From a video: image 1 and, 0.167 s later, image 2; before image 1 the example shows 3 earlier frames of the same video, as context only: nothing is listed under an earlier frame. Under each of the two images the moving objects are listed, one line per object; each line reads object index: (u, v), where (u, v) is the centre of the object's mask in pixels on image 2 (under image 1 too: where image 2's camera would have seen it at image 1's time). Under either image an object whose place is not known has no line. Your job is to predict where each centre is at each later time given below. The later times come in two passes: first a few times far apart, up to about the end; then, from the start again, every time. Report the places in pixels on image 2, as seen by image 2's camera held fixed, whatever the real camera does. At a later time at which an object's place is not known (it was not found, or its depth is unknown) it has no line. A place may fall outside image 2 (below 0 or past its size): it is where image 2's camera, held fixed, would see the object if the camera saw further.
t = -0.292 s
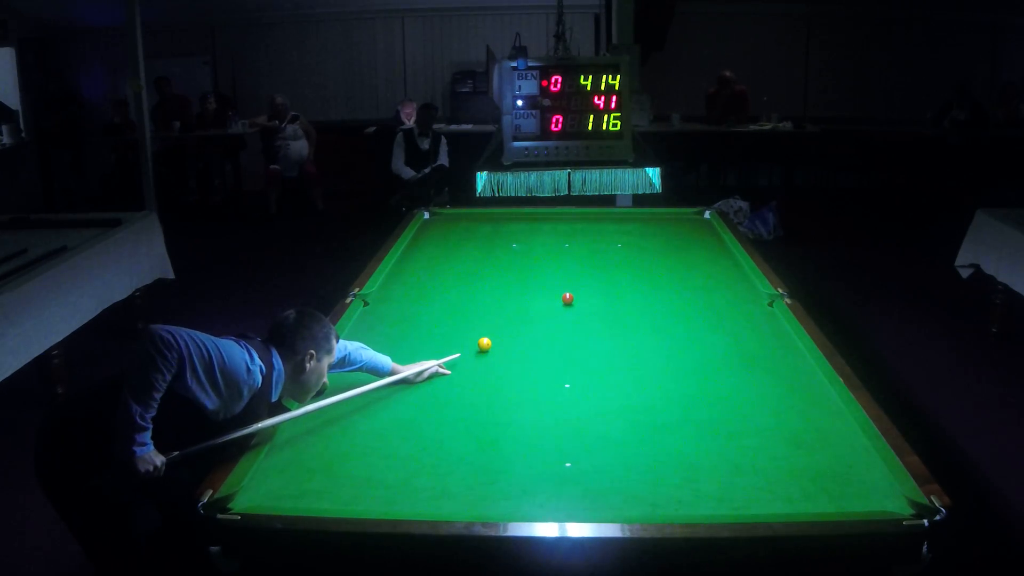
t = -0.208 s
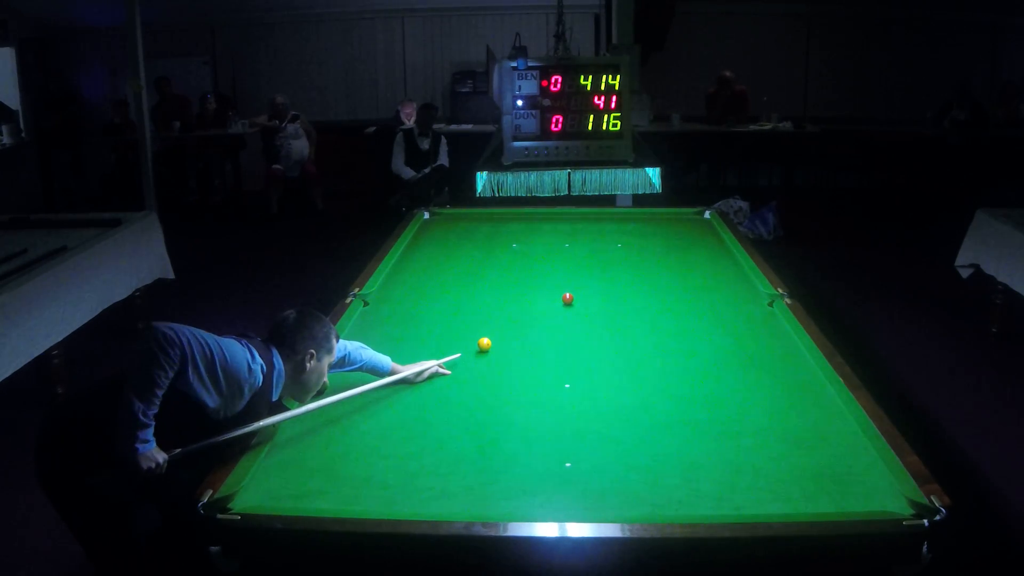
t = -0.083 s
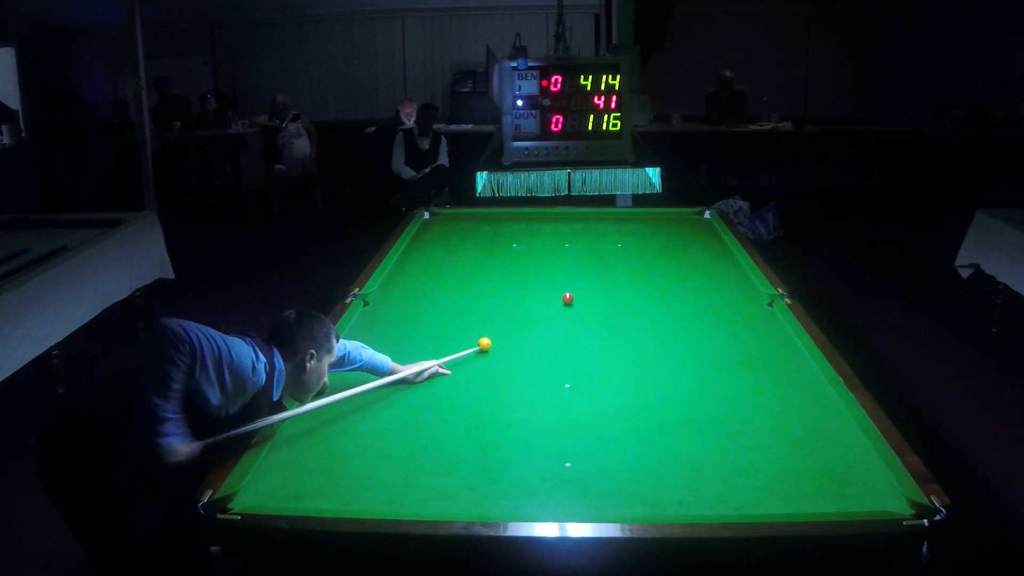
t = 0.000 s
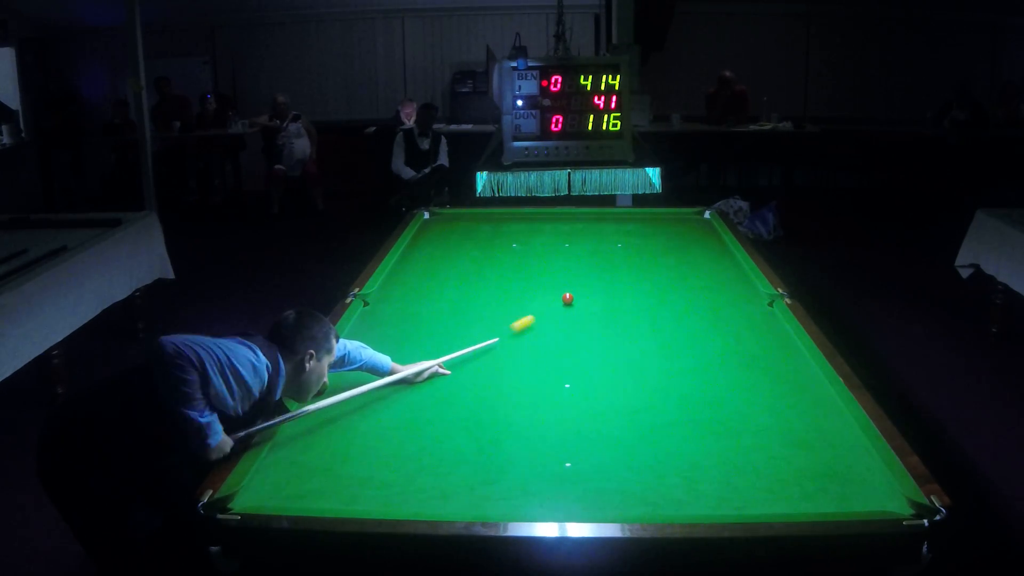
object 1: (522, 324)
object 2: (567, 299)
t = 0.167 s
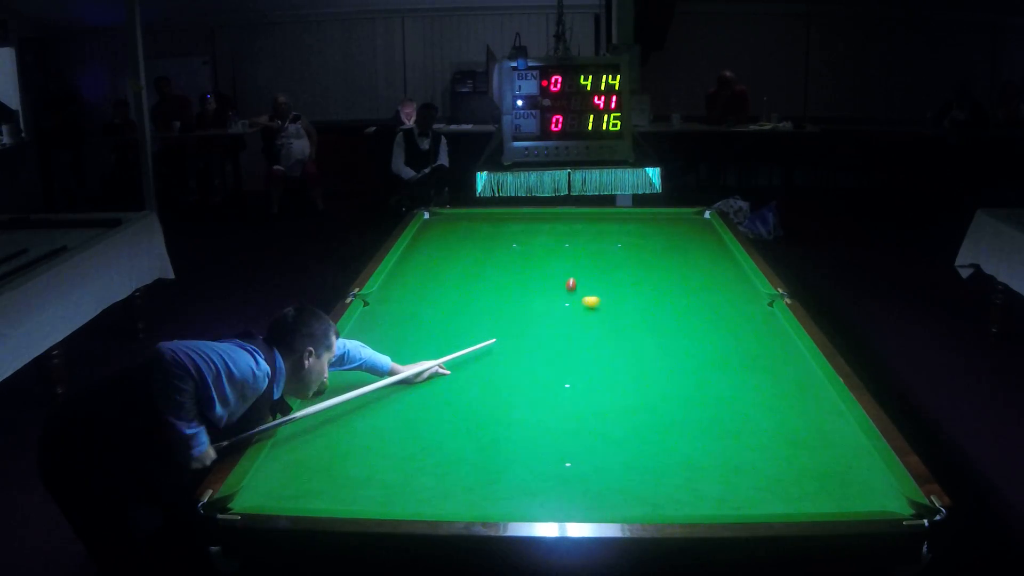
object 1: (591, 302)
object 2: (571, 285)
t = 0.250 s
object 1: (615, 302)
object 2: (574, 271)
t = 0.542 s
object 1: (692, 302)
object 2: (582, 239)
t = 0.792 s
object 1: (756, 302)
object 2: (587, 218)
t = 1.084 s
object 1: (754, 295)
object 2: (594, 225)
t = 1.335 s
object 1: (742, 288)
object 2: (602, 238)
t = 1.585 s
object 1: (731, 281)
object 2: (609, 252)
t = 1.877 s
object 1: (720, 275)
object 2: (619, 272)
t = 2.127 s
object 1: (712, 270)
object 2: (629, 290)
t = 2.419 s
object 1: (703, 265)
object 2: (641, 314)
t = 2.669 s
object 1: (696, 262)
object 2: (654, 337)
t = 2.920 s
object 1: (690, 258)
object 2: (667, 364)
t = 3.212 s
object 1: (683, 255)
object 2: (686, 401)
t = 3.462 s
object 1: (679, 253)
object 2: (704, 437)
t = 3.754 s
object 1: (675, 250)
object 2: (729, 487)
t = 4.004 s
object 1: (672, 249)
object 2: (739, 494)
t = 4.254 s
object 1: (669, 247)
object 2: (733, 464)
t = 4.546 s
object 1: (667, 246)
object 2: (728, 436)
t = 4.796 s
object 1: (666, 245)
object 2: (725, 415)
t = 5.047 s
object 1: (665, 245)
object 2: (722, 397)
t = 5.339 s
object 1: (665, 245)
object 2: (719, 379)
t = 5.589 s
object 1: (665, 245)
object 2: (716, 365)
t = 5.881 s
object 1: (665, 245)
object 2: (714, 352)
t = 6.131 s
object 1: (665, 245)
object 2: (712, 342)
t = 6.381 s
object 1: (665, 245)
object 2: (711, 333)
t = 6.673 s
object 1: (665, 245)
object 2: (709, 324)
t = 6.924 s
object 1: (665, 245)
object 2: (708, 317)
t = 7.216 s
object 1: (665, 245)
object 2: (707, 310)
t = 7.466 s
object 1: (665, 245)
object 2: (705, 305)
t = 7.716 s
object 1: (665, 245)
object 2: (704, 300)
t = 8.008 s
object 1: (665, 245)
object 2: (704, 295)
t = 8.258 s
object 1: (665, 245)
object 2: (703, 292)
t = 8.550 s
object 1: (665, 245)
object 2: (702, 289)
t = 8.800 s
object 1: (665, 245)
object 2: (702, 287)
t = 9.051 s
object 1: (665, 245)
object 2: (702, 285)
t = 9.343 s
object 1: (665, 245)
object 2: (702, 283)
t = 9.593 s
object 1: (665, 245)
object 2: (702, 282)
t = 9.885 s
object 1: (665, 245)
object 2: (702, 282)
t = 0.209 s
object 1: (604, 302)
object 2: (573, 278)
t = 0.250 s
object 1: (615, 302)
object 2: (574, 271)
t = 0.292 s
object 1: (627, 302)
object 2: (576, 265)
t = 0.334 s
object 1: (638, 302)
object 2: (577, 260)
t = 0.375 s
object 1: (649, 302)
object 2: (578, 255)
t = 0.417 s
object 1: (660, 302)
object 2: (579, 251)
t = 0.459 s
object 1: (671, 302)
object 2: (581, 246)
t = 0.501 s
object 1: (682, 302)
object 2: (581, 242)
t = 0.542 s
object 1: (692, 302)
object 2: (582, 239)
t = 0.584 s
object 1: (703, 302)
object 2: (583, 235)
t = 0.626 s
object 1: (714, 303)
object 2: (584, 231)
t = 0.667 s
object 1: (724, 303)
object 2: (585, 228)
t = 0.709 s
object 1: (735, 303)
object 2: (586, 225)
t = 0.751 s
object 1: (745, 303)
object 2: (586, 221)
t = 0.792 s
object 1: (756, 302)
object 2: (587, 218)
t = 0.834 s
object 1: (766, 303)
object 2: (588, 215)
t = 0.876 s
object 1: (766, 302)
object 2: (589, 214)
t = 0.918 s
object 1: (762, 300)
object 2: (590, 216)
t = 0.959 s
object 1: (760, 299)
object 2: (591, 218)
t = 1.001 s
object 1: (758, 298)
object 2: (592, 221)
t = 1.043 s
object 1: (756, 296)
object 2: (593, 223)
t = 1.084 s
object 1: (754, 295)
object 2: (594, 225)
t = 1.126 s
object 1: (752, 294)
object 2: (596, 227)
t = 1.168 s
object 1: (750, 292)
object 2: (597, 229)
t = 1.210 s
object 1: (748, 291)
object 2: (598, 231)
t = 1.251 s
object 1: (746, 290)
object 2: (599, 233)
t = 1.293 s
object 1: (744, 289)
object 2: (600, 236)
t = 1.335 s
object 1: (742, 288)
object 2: (602, 238)
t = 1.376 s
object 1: (740, 287)
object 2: (603, 240)
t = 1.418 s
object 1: (739, 286)
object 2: (604, 243)
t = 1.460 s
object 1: (737, 284)
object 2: (605, 245)
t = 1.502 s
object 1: (735, 283)
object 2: (606, 247)
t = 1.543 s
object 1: (733, 282)
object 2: (608, 250)
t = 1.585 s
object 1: (731, 281)
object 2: (609, 252)
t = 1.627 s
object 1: (730, 280)
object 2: (611, 255)
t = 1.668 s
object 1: (728, 279)
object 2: (612, 258)
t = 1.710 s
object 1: (727, 279)
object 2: (613, 260)
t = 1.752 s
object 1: (725, 277)
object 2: (615, 263)
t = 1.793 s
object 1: (723, 277)
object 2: (616, 266)
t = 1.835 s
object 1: (722, 276)
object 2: (618, 269)
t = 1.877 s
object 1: (720, 275)
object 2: (619, 272)
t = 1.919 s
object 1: (719, 274)
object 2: (621, 274)
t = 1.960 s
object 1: (718, 273)
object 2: (622, 277)
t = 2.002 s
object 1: (716, 272)
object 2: (624, 280)
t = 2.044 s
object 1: (714, 272)
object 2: (626, 283)
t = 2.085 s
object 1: (713, 271)
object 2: (627, 287)
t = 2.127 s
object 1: (712, 270)
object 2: (629, 290)
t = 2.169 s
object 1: (710, 269)
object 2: (630, 293)
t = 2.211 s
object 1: (709, 269)
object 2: (632, 296)
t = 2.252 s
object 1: (708, 268)
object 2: (634, 300)
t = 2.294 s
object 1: (706, 267)
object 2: (636, 303)
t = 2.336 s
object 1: (705, 267)
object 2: (638, 307)
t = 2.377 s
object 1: (704, 266)
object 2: (639, 310)
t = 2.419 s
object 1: (703, 265)
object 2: (641, 314)
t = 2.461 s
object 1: (702, 265)
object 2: (644, 318)
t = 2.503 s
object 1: (700, 264)
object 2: (645, 321)
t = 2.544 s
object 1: (699, 263)
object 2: (647, 325)
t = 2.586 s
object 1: (698, 263)
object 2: (649, 329)
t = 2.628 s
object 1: (697, 262)
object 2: (651, 333)
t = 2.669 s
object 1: (696, 262)
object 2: (654, 337)
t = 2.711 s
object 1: (695, 261)
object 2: (656, 342)
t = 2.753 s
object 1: (694, 260)
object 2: (658, 346)
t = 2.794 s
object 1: (693, 260)
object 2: (660, 350)
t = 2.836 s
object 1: (692, 259)
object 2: (663, 355)
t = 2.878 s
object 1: (691, 259)
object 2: (665, 360)
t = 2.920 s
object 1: (690, 258)
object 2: (667, 364)
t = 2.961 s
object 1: (689, 258)
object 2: (670, 369)
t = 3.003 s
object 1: (688, 257)
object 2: (672, 374)
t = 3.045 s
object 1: (687, 257)
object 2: (675, 379)
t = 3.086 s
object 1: (686, 256)
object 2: (677, 385)
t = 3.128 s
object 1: (685, 256)
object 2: (680, 390)
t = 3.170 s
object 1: (684, 255)
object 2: (683, 395)
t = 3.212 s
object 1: (683, 255)
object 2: (686, 401)
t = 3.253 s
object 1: (683, 254)
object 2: (689, 407)
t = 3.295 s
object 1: (682, 254)
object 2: (692, 413)
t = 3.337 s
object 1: (681, 254)
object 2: (695, 418)
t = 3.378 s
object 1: (680, 253)
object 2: (698, 425)
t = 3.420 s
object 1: (680, 253)
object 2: (701, 431)
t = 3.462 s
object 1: (679, 253)
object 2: (704, 437)
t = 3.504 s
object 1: (678, 252)
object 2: (708, 445)
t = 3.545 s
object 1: (678, 252)
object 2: (711, 451)
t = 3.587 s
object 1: (677, 252)
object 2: (714, 457)
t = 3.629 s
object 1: (676, 251)
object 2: (718, 465)
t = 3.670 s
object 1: (676, 251)
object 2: (722, 472)
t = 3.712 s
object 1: (675, 250)
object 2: (726, 480)
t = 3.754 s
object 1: (675, 250)
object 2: (729, 487)
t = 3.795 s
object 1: (674, 250)
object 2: (733, 495)
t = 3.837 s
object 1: (674, 250)
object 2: (737, 502)
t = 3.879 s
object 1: (673, 250)
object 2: (741, 507)
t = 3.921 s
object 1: (673, 249)
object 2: (741, 505)
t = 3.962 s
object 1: (672, 249)
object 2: (740, 499)
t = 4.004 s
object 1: (672, 249)
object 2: (739, 494)
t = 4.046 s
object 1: (671, 248)
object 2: (738, 489)
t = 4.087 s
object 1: (671, 248)
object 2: (737, 483)
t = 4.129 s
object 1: (670, 248)
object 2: (736, 479)
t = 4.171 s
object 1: (670, 248)
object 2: (735, 474)
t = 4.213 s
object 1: (670, 247)
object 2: (734, 469)
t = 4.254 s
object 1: (669, 247)
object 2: (733, 464)
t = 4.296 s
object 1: (669, 247)
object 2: (733, 460)
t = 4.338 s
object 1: (668, 247)
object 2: (732, 456)
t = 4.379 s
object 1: (668, 247)
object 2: (731, 451)
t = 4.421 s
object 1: (668, 246)
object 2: (730, 447)
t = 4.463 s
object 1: (667, 246)
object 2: (730, 443)
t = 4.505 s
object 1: (667, 246)
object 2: (729, 440)
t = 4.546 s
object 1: (667, 246)
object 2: (728, 436)
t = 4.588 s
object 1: (667, 246)
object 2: (728, 432)
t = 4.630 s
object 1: (666, 246)
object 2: (727, 428)
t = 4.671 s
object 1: (666, 246)
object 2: (726, 425)
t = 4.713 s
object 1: (666, 245)
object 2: (726, 422)
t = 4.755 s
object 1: (666, 245)
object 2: (725, 418)
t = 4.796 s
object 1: (666, 245)
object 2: (725, 415)
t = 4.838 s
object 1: (666, 245)
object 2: (724, 412)
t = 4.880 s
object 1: (665, 245)
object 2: (724, 408)
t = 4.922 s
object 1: (665, 245)
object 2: (723, 406)
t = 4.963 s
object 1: (665, 245)
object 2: (723, 403)
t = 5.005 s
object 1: (665, 245)
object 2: (722, 400)
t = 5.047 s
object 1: (665, 245)
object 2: (722, 397)
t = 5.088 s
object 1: (665, 245)
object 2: (721, 394)
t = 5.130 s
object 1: (665, 245)
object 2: (721, 391)
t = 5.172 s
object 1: (665, 245)
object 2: (720, 389)
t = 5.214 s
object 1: (665, 245)
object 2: (720, 386)
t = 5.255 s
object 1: (665, 245)
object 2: (719, 384)
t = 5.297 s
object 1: (665, 245)
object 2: (719, 381)
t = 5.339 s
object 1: (665, 245)
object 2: (719, 379)
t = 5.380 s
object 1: (665, 245)
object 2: (718, 376)
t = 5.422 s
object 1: (665, 245)
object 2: (718, 374)
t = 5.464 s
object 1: (665, 245)
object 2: (718, 372)
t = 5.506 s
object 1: (665, 245)
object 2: (717, 370)
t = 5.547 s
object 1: (665, 245)
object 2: (717, 368)
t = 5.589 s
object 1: (665, 245)
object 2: (716, 365)
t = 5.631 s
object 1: (665, 245)
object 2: (716, 363)
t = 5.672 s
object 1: (665, 245)
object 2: (716, 361)
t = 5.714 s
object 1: (665, 245)
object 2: (715, 359)
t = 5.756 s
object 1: (665, 245)
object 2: (715, 357)
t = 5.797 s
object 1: (665, 245)
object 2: (715, 355)
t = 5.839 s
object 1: (665, 245)
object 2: (715, 354)
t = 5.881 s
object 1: (665, 245)
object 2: (714, 352)
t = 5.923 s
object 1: (665, 245)
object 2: (714, 350)
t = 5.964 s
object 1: (665, 245)
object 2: (714, 348)
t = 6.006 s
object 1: (665, 245)
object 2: (713, 347)
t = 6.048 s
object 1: (665, 245)
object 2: (713, 345)
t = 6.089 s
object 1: (665, 245)
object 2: (713, 343)
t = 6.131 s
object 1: (665, 245)
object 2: (712, 342)
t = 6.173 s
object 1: (665, 245)
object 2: (712, 340)
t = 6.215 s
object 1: (665, 245)
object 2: (712, 339)
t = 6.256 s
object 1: (665, 245)
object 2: (712, 337)
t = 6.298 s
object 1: (665, 245)
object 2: (712, 336)
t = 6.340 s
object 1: (665, 245)
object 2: (711, 334)
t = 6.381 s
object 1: (665, 245)
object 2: (711, 333)
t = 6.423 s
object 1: (665, 245)
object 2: (711, 331)
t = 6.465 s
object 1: (665, 245)
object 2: (710, 330)
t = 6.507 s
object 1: (665, 245)
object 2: (710, 329)
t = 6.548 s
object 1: (665, 245)
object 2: (710, 327)
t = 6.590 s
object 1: (665, 245)
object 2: (710, 326)
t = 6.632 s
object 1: (665, 245)
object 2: (709, 325)
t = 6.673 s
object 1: (665, 245)
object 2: (709, 324)
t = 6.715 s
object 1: (665, 245)
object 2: (709, 323)
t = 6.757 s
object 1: (665, 245)
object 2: (709, 321)
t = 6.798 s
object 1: (665, 245)
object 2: (708, 320)
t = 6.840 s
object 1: (665, 245)
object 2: (708, 319)
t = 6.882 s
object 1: (665, 245)
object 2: (708, 318)
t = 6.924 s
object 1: (665, 245)
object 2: (708, 317)
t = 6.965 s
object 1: (665, 245)
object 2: (708, 316)
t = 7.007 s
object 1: (665, 245)
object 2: (707, 314)
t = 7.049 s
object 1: (665, 245)
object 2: (707, 314)
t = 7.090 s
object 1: (665, 245)
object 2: (707, 313)
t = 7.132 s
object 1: (665, 245)
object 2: (707, 312)
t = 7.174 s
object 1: (665, 245)
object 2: (707, 311)
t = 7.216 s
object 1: (665, 245)
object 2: (707, 310)
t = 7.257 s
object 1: (665, 245)
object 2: (706, 309)
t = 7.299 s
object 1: (665, 245)
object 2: (706, 308)
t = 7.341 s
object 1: (665, 245)
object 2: (706, 307)
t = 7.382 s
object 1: (665, 245)
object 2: (706, 306)
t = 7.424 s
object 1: (665, 245)
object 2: (706, 305)
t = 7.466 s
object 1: (665, 245)
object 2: (705, 305)
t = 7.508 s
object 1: (665, 245)
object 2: (705, 304)
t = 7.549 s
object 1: (665, 245)
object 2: (705, 303)
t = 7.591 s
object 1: (665, 245)
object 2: (705, 302)
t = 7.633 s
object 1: (665, 245)
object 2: (705, 301)
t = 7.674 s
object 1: (665, 245)
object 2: (705, 301)
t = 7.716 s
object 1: (665, 245)
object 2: (704, 300)
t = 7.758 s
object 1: (665, 245)
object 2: (704, 299)
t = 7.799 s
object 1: (665, 245)
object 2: (704, 299)
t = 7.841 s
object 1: (665, 245)
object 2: (704, 298)
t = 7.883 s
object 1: (665, 245)
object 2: (704, 297)
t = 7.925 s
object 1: (665, 245)
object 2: (704, 297)
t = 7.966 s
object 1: (665, 245)
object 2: (704, 296)
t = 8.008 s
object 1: (665, 245)
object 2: (704, 295)
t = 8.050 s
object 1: (665, 245)
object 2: (703, 295)
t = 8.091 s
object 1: (665, 245)
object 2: (703, 294)
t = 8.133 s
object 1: (665, 245)
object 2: (703, 294)
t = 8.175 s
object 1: (665, 245)
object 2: (703, 293)
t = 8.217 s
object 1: (665, 245)
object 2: (703, 293)
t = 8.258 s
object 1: (665, 245)
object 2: (703, 292)
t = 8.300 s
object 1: (665, 245)
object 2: (703, 291)
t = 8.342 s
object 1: (665, 245)
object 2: (703, 291)
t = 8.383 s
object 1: (665, 245)
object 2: (703, 291)
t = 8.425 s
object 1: (665, 245)
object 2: (703, 290)
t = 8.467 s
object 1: (665, 245)
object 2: (702, 290)
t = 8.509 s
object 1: (665, 245)
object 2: (702, 289)
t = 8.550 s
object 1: (665, 245)
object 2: (702, 289)
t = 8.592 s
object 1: (665, 245)
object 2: (702, 288)
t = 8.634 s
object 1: (665, 245)
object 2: (702, 288)
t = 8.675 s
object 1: (665, 245)
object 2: (702, 288)
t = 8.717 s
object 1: (665, 245)
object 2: (702, 287)
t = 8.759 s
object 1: (665, 245)
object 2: (702, 287)
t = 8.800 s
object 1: (665, 245)
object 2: (702, 287)
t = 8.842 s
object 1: (665, 245)
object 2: (702, 286)
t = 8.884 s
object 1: (665, 245)
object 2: (702, 286)
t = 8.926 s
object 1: (665, 245)
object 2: (702, 286)
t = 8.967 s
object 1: (665, 245)
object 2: (702, 285)
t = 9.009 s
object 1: (665, 245)
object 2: (702, 285)
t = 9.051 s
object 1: (665, 245)
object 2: (702, 285)
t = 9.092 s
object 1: (665, 245)
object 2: (702, 284)
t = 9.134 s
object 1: (665, 245)
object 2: (702, 284)
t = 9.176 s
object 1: (665, 245)
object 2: (702, 284)
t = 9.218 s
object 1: (665, 245)
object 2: (702, 284)
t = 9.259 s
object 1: (665, 245)
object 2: (702, 284)
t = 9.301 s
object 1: (665, 245)
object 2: (702, 283)
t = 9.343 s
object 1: (665, 245)
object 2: (702, 283)
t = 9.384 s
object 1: (665, 245)
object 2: (702, 283)
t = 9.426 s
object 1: (665, 245)
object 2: (702, 283)
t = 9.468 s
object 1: (665, 245)
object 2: (702, 283)
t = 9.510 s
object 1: (665, 245)
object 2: (702, 283)
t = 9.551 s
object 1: (665, 245)
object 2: (702, 282)
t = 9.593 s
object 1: (665, 245)
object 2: (702, 282)
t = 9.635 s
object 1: (665, 245)
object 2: (702, 282)
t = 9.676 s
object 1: (665, 245)
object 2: (702, 282)
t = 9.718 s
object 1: (665, 245)
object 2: (702, 282)
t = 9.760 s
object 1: (665, 245)
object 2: (702, 282)
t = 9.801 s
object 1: (665, 245)
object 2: (702, 282)
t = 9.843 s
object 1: (665, 245)
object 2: (702, 282)
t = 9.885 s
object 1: (665, 245)
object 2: (702, 282)
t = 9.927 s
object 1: (665, 245)
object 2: (702, 282)
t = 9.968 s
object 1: (665, 245)
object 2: (702, 282)
